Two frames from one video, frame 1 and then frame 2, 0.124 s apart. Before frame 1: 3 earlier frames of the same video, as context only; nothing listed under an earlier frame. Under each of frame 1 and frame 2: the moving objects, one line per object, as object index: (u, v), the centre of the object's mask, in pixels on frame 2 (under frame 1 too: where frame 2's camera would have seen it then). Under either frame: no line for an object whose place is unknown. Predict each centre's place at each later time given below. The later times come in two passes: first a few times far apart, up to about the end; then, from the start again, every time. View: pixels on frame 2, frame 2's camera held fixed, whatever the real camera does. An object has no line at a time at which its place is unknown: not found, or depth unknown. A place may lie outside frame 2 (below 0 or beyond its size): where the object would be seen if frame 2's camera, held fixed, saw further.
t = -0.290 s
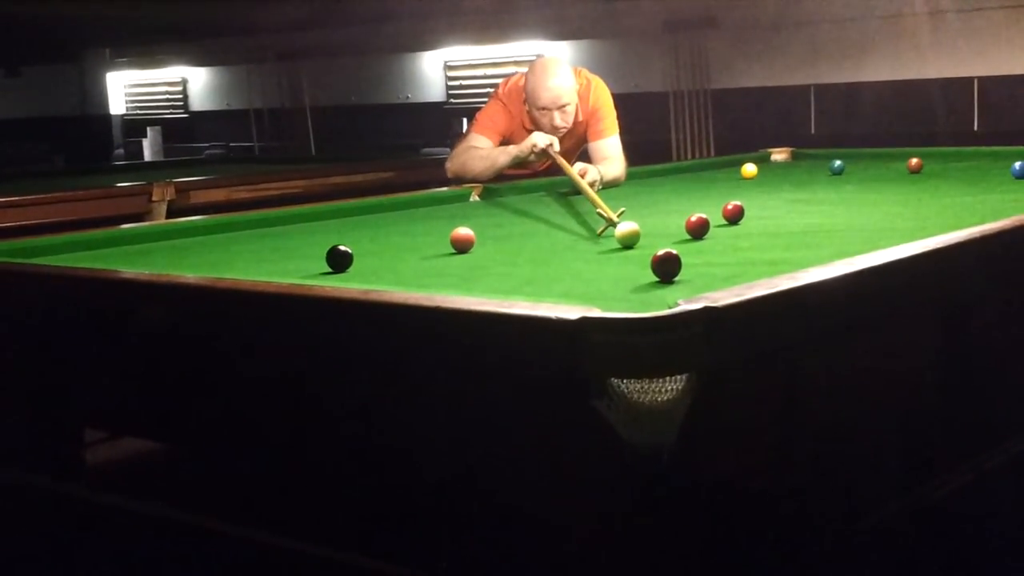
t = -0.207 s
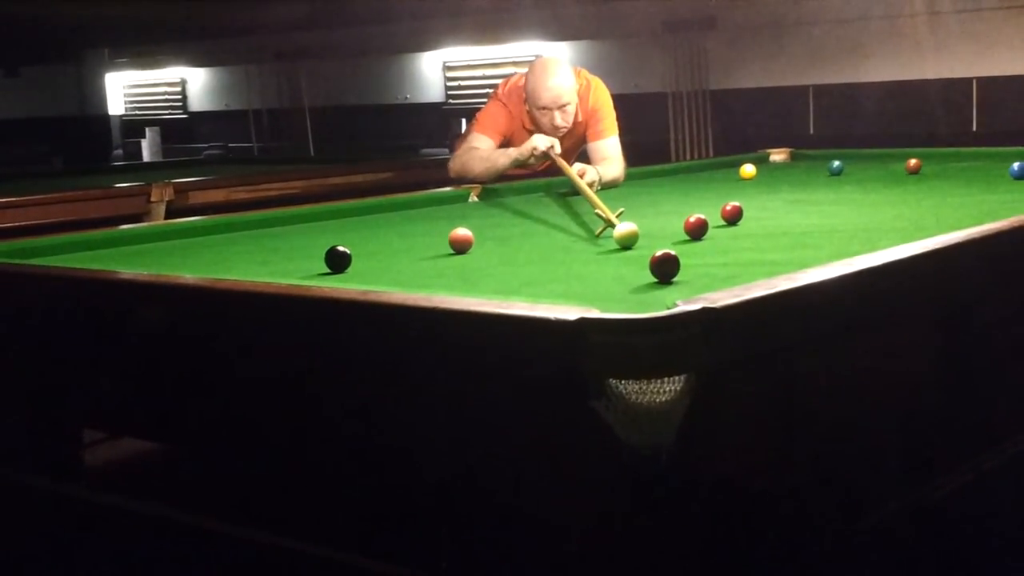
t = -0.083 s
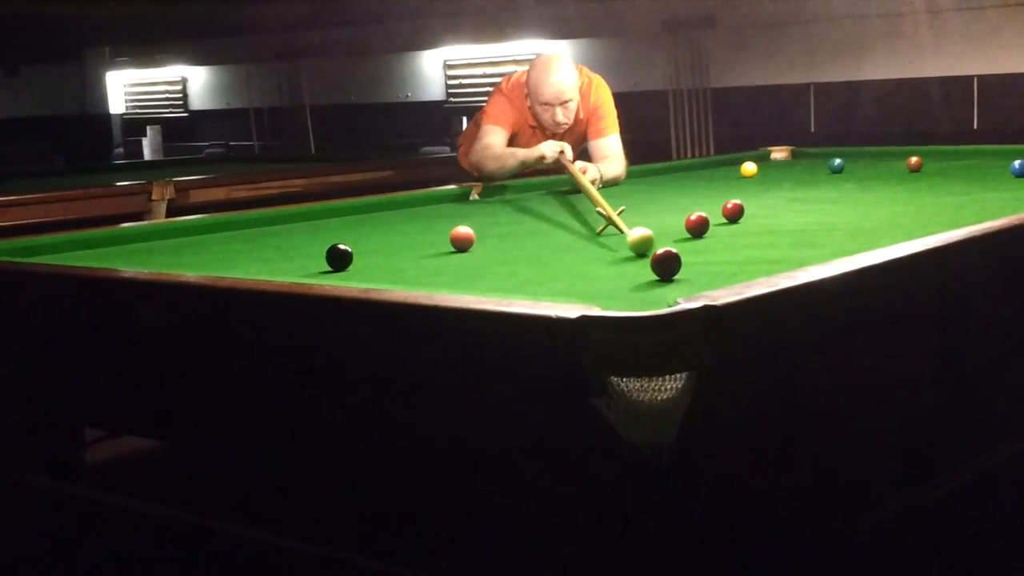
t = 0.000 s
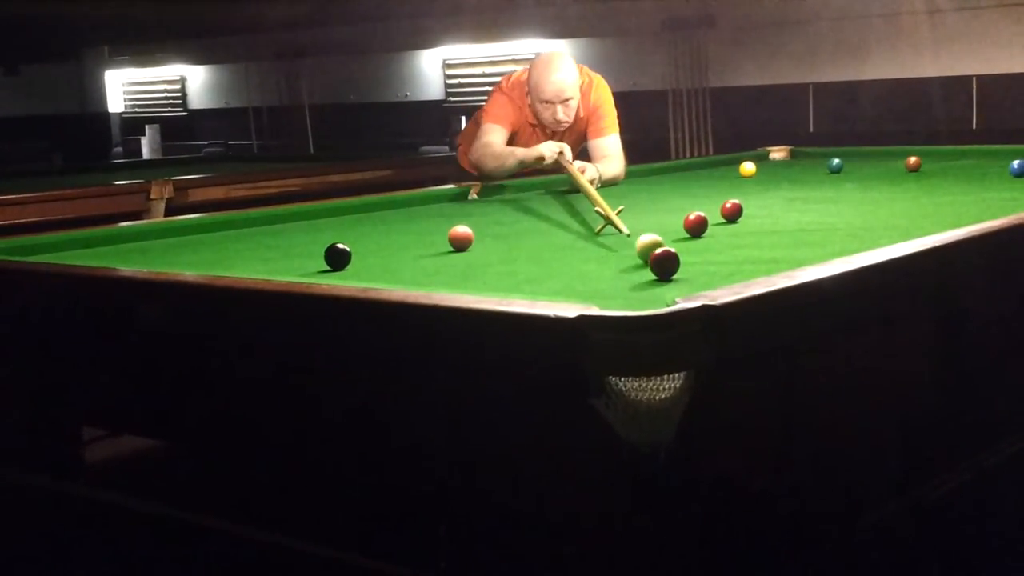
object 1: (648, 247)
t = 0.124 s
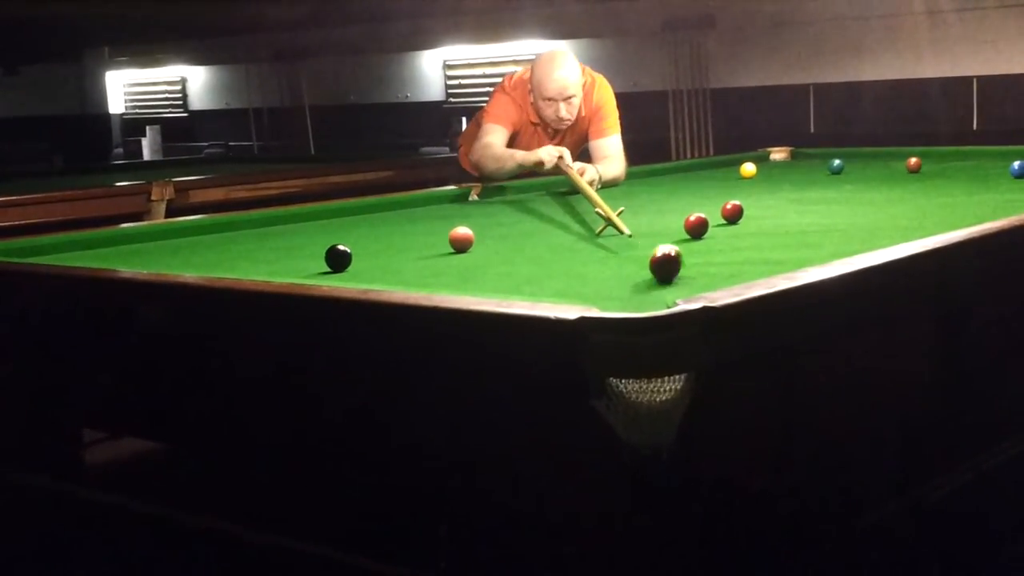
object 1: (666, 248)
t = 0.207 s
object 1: (682, 257)
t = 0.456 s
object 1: (715, 265)
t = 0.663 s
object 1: (744, 264)
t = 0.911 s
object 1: (758, 265)
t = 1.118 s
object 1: (727, 269)
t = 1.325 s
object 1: (696, 272)
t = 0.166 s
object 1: (677, 254)
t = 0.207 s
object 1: (682, 257)
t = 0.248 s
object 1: (686, 260)
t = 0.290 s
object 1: (690, 262)
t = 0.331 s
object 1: (697, 262)
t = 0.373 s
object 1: (703, 263)
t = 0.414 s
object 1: (709, 264)
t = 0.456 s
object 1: (715, 265)
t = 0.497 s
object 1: (721, 265)
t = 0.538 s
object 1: (727, 265)
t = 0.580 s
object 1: (733, 265)
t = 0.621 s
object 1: (738, 265)
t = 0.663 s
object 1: (744, 264)
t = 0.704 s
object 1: (750, 264)
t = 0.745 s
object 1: (756, 263)
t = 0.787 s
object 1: (762, 264)
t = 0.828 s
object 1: (768, 263)
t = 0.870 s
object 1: (763, 264)
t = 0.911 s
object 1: (758, 265)
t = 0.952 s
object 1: (751, 265)
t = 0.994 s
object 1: (745, 266)
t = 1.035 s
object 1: (739, 267)
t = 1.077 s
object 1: (733, 268)
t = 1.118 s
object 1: (727, 269)
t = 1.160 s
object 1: (722, 269)
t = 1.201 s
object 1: (711, 271)
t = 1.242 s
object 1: (706, 271)
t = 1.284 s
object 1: (701, 272)
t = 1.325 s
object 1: (696, 272)
